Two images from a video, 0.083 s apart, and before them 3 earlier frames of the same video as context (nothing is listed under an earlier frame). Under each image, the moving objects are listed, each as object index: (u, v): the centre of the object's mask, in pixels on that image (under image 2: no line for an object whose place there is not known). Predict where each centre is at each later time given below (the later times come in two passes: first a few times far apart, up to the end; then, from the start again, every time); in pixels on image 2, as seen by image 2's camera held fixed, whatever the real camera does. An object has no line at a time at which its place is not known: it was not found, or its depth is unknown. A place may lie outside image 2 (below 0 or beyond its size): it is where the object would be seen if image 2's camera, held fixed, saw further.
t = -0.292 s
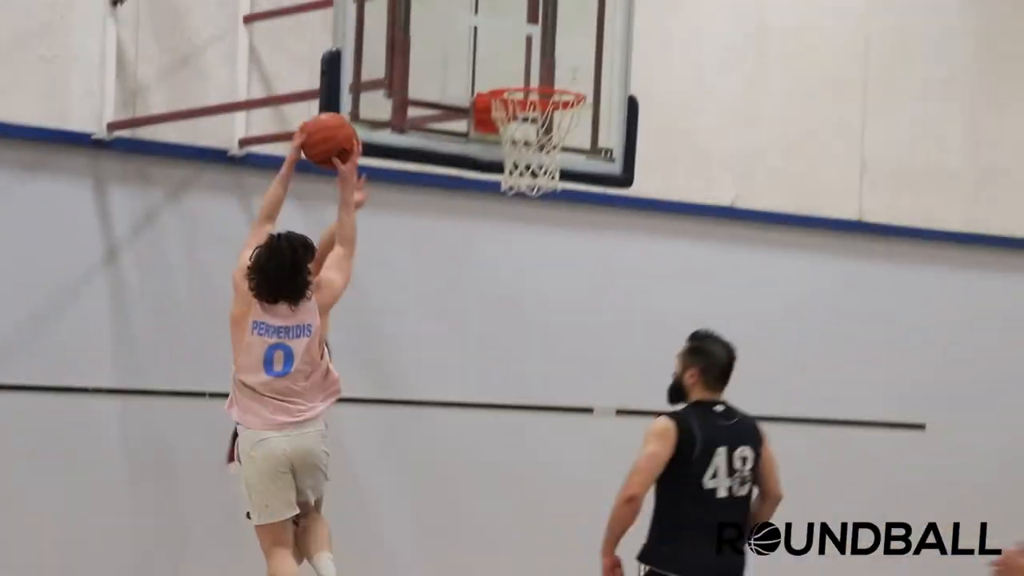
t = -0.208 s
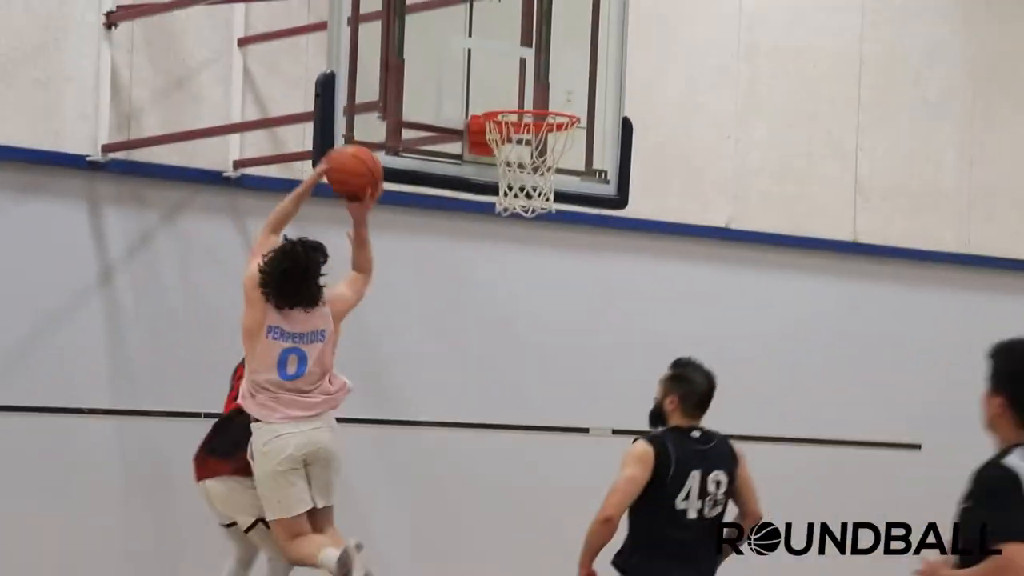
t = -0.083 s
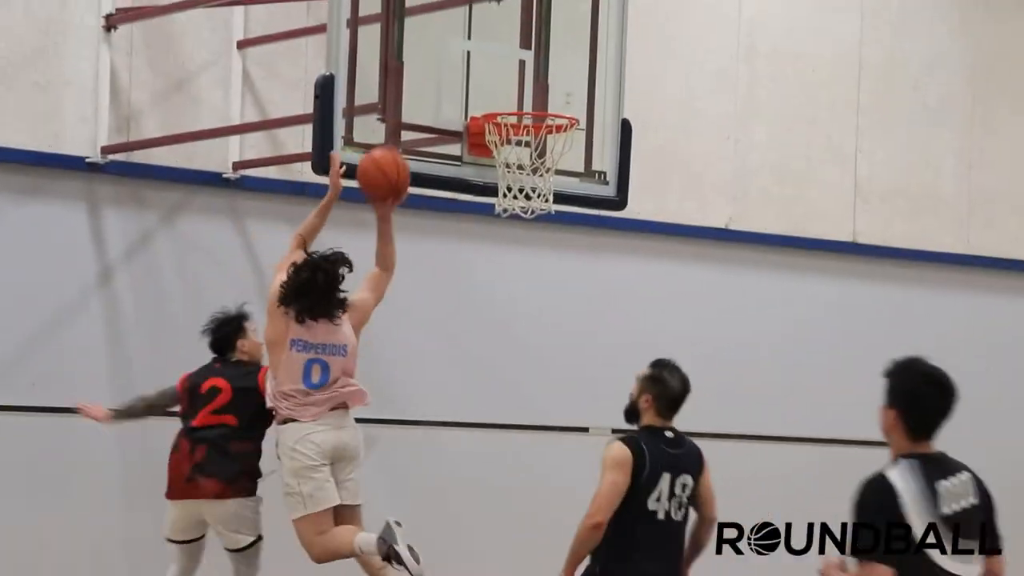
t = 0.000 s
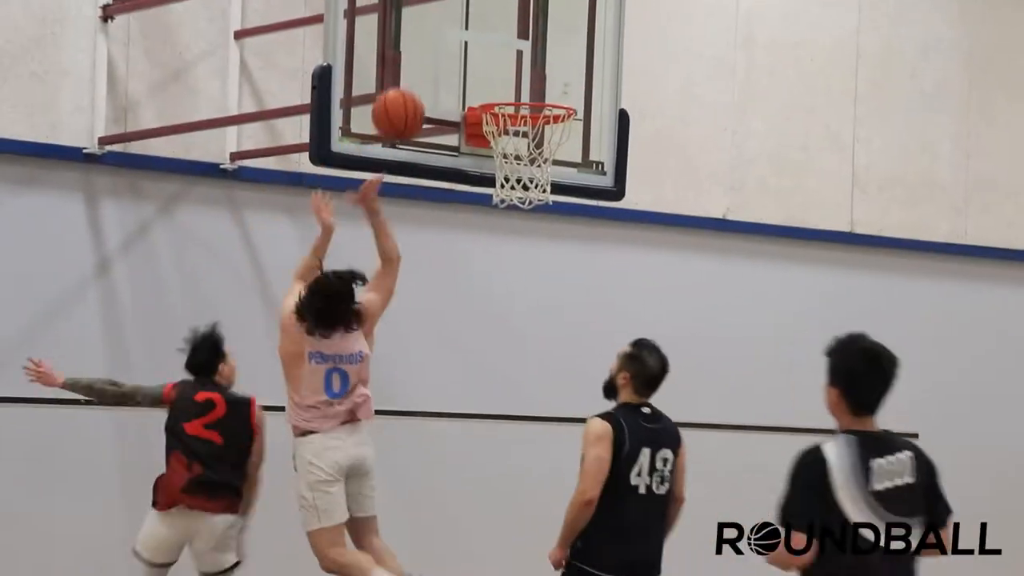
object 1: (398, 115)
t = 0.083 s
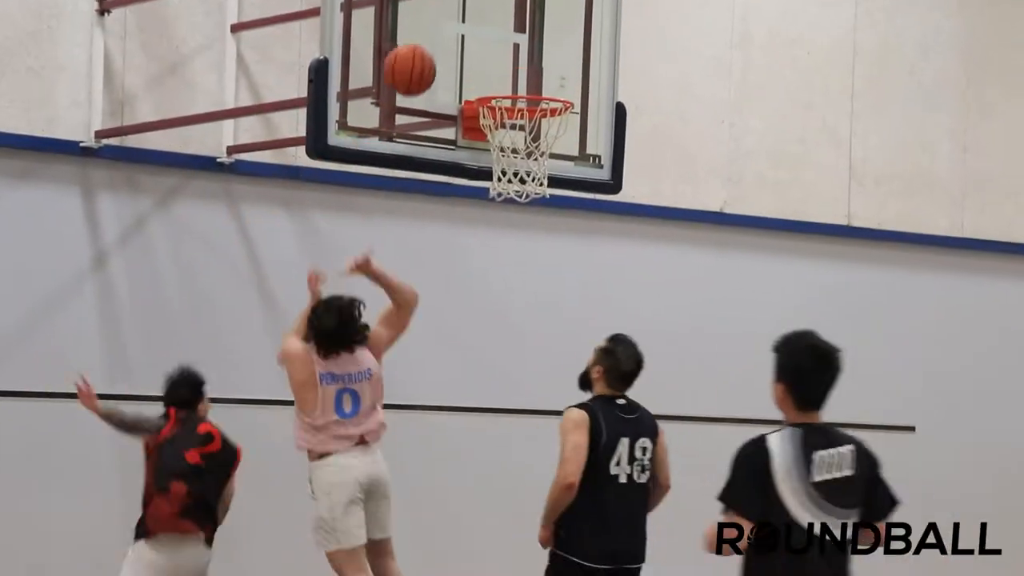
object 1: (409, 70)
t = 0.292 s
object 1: (442, 42)
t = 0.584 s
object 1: (481, 50)
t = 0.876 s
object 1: (500, 76)
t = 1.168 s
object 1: (543, 80)
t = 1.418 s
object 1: (517, 132)
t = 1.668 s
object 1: (506, 259)
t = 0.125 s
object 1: (416, 57)
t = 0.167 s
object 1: (423, 47)
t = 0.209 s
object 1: (430, 42)
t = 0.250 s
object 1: (436, 40)
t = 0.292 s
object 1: (442, 42)
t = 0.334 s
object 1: (447, 47)
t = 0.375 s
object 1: (453, 55)
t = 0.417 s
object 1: (458, 66)
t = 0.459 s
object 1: (468, 77)
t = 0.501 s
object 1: (475, 70)
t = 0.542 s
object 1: (478, 58)
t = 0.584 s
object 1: (481, 50)
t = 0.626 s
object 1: (484, 47)
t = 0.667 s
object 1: (487, 47)
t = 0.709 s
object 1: (490, 48)
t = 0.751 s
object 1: (493, 50)
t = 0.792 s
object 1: (495, 55)
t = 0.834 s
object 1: (498, 65)
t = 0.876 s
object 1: (500, 76)
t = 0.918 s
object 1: (511, 73)
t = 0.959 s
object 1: (522, 73)
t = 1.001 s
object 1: (533, 75)
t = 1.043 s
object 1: (544, 79)
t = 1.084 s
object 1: (552, 83)
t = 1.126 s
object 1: (547, 81)
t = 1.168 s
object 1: (543, 80)
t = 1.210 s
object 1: (539, 82)
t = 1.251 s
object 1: (534, 85)
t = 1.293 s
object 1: (528, 106)
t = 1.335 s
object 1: (526, 114)
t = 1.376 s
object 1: (522, 122)
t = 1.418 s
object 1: (517, 132)
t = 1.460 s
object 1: (515, 149)
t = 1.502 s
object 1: (512, 166)
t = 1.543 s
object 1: (510, 188)
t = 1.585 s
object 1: (508, 208)
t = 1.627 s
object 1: (507, 231)
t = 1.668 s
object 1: (506, 259)
